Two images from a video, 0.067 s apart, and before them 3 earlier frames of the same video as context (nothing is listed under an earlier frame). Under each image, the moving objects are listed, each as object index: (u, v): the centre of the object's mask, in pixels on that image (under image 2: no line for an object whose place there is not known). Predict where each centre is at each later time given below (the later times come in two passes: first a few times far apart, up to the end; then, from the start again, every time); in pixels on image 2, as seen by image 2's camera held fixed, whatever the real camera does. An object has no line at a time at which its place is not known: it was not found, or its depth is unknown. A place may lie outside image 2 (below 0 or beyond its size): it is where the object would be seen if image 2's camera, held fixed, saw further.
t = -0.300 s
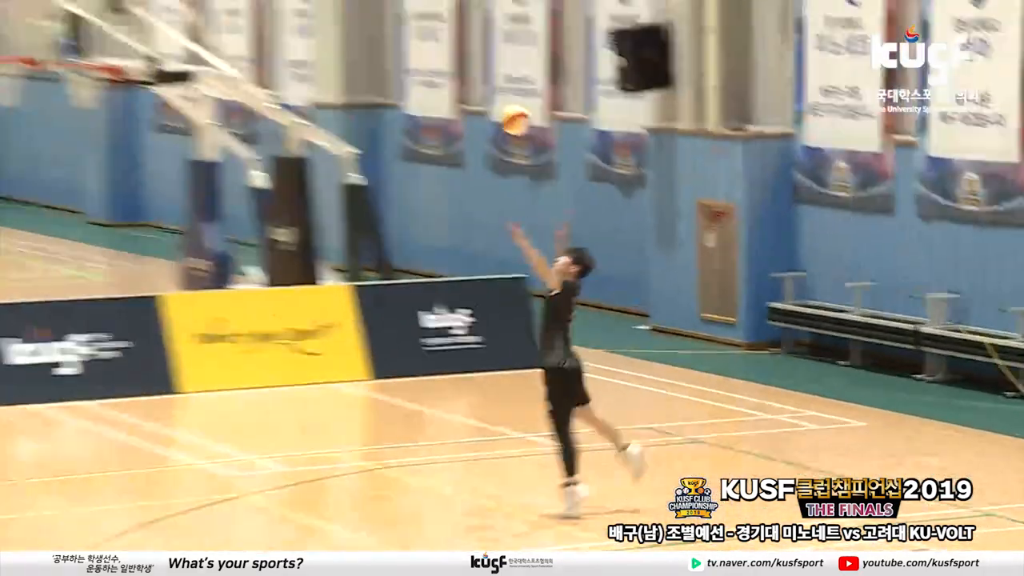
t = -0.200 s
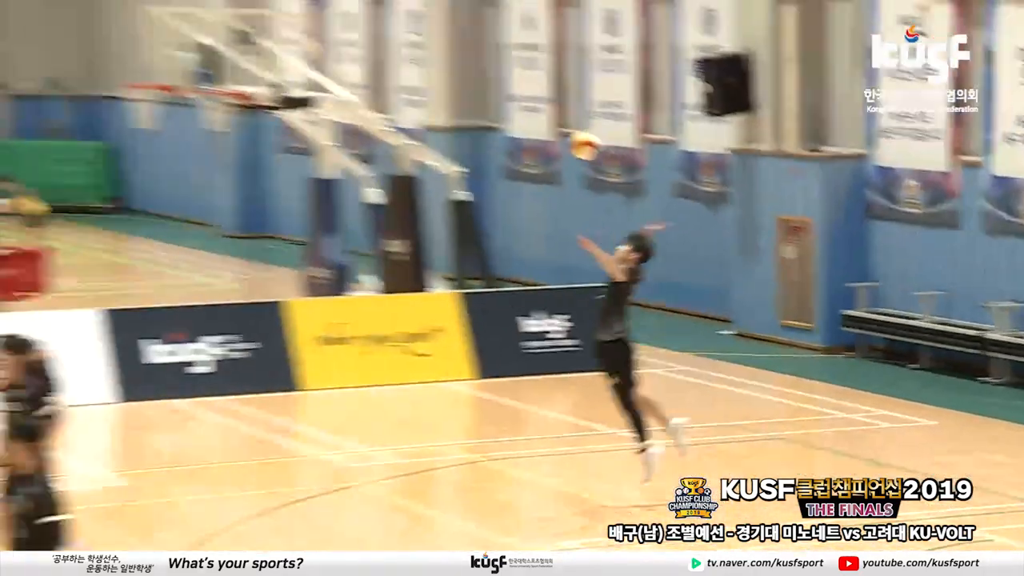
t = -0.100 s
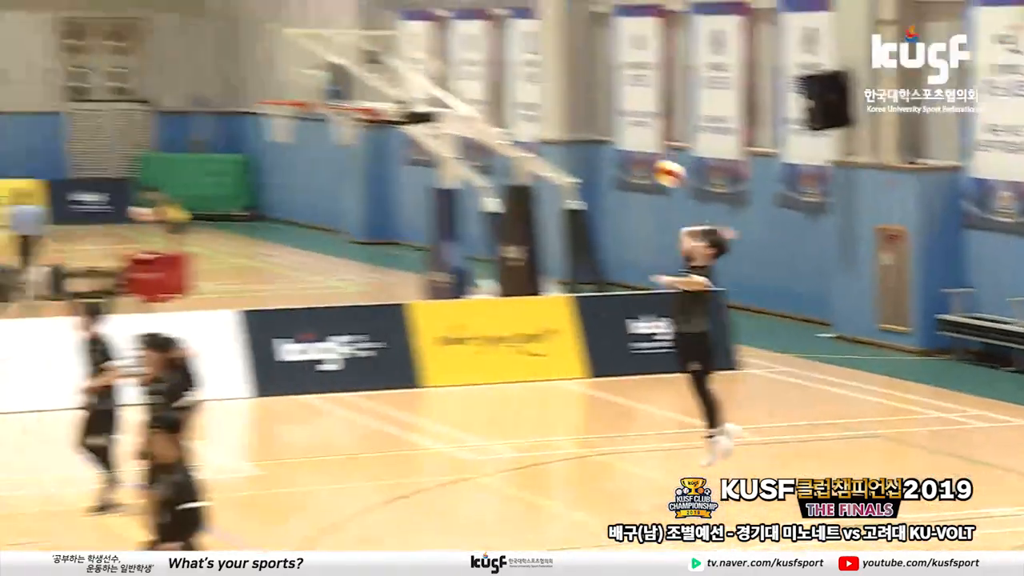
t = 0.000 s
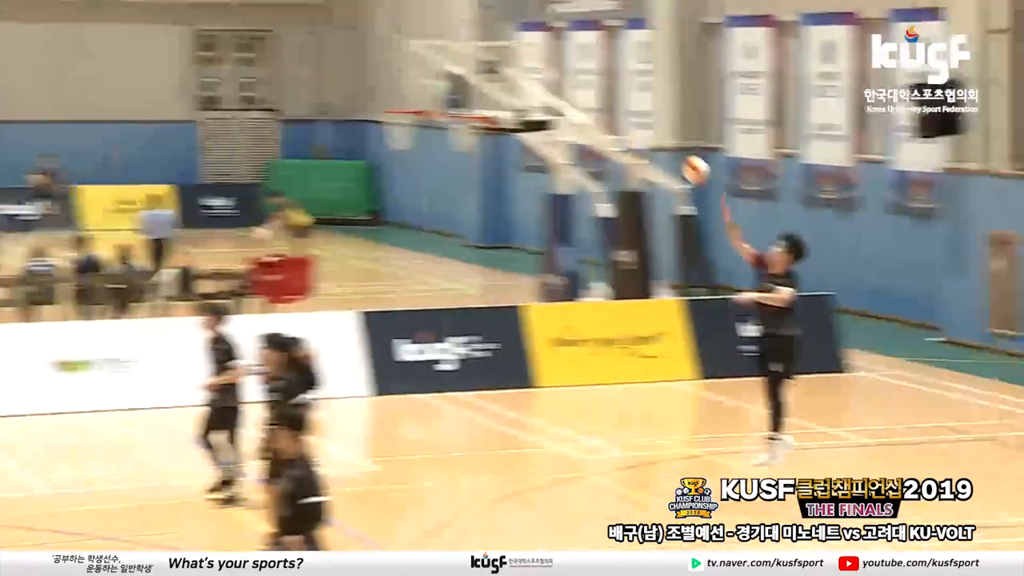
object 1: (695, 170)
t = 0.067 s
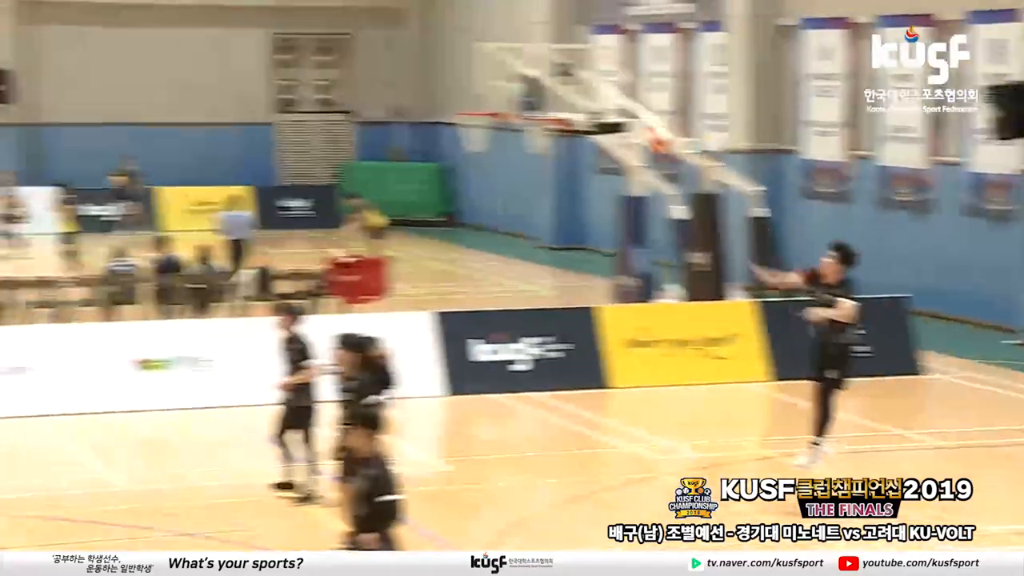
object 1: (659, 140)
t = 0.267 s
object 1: (313, 67)
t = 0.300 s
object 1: (253, 58)
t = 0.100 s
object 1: (602, 124)
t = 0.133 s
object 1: (543, 109)
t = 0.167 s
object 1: (485, 96)
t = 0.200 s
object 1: (426, 85)
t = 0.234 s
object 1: (372, 76)
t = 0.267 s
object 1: (313, 67)
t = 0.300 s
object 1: (253, 58)
